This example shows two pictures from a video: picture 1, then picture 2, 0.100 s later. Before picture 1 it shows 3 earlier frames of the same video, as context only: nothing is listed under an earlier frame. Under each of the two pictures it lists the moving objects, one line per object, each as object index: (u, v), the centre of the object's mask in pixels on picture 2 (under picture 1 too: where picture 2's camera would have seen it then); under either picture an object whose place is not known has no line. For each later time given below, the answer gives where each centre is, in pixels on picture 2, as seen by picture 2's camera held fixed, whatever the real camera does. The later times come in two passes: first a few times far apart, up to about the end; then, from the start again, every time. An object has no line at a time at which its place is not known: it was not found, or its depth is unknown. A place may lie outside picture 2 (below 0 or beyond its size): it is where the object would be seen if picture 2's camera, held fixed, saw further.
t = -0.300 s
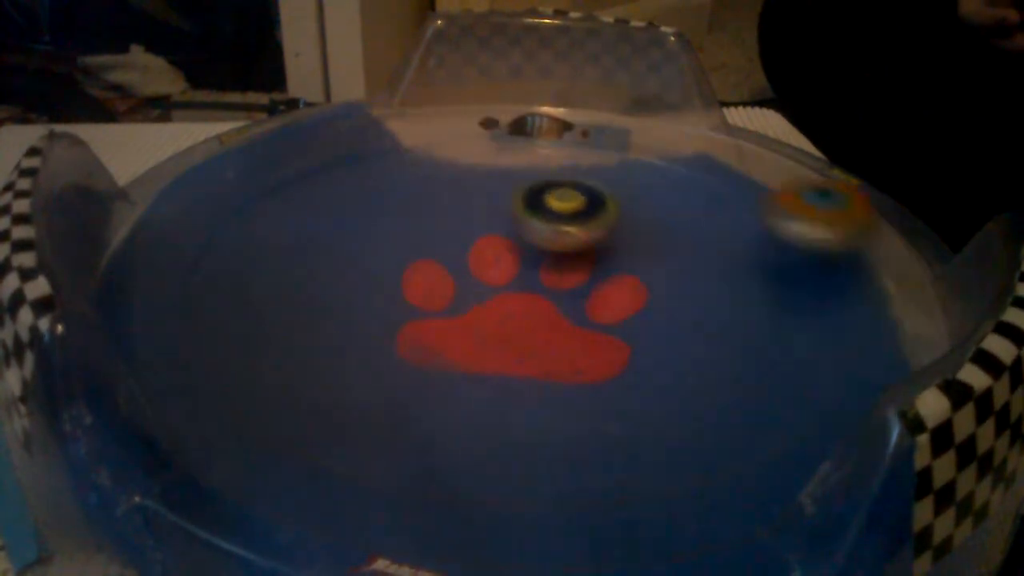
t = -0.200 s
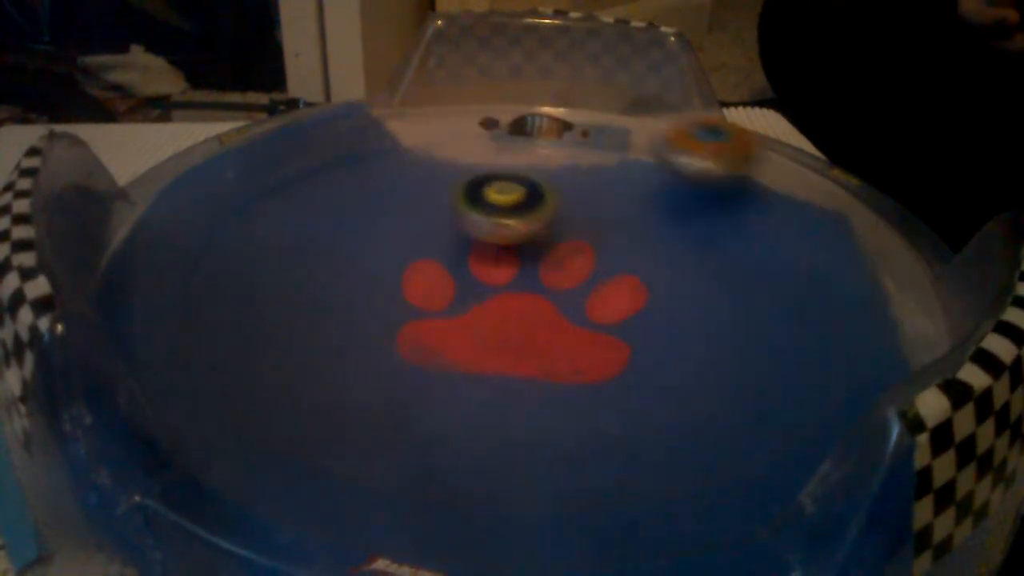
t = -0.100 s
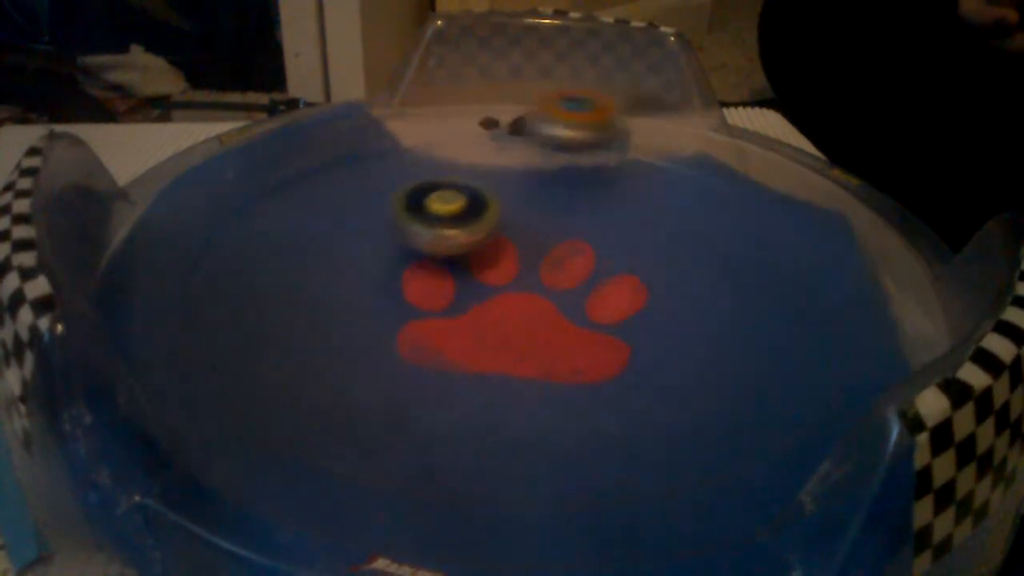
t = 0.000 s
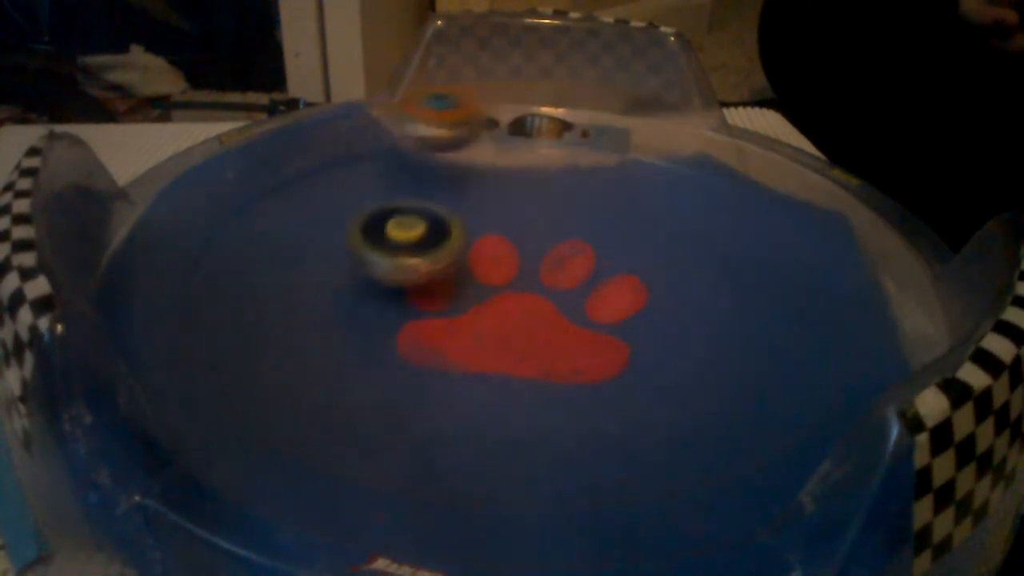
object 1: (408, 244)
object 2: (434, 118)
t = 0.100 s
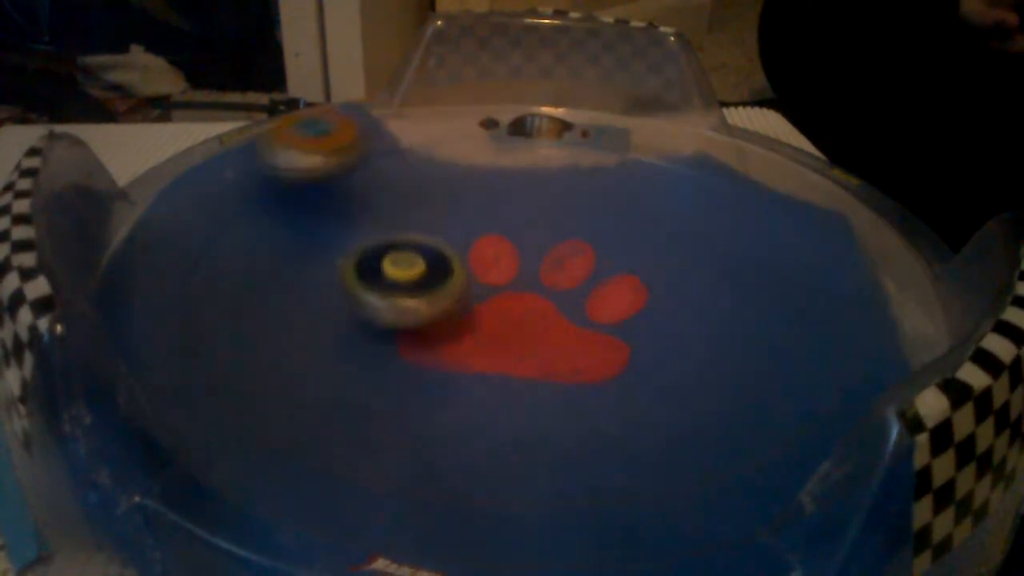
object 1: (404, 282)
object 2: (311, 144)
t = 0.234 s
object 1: (471, 327)
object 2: (202, 232)
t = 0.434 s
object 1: (620, 319)
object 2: (368, 415)
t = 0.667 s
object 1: (635, 242)
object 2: (802, 363)
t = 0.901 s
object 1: (508, 214)
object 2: (777, 184)
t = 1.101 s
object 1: (421, 261)
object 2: (540, 119)
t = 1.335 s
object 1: (502, 335)
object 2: (278, 173)
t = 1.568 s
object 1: (650, 311)
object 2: (288, 372)
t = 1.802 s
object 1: (614, 237)
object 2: (738, 415)
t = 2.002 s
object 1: (491, 227)
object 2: (837, 254)
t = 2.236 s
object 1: (416, 286)
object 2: (628, 135)
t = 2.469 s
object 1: (528, 346)
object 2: (350, 152)
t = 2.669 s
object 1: (643, 309)
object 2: (235, 291)
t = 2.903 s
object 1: (592, 237)
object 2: (574, 439)
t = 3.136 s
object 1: (455, 229)
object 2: (844, 301)
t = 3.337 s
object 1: (401, 282)
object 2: (729, 173)
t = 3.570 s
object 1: (520, 339)
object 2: (454, 134)
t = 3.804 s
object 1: (636, 291)
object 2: (240, 241)
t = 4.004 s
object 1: (589, 231)
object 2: (391, 410)
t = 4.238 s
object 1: (464, 220)
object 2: (790, 365)
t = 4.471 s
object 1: (417, 285)
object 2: (765, 200)
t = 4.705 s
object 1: (551, 332)
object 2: (510, 135)
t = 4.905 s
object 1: (643, 291)
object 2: (297, 189)
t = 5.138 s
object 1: (589, 228)
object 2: (341, 377)
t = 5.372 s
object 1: (464, 232)
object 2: (743, 383)
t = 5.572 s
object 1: (431, 291)
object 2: (800, 239)
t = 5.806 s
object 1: (546, 335)
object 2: (582, 140)
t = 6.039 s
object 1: (634, 294)
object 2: (326, 183)
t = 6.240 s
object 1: (585, 240)
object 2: (300, 336)
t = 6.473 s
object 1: (449, 243)
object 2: (677, 401)
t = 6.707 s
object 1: (436, 329)
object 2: (788, 245)
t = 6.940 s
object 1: (655, 333)
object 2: (575, 149)
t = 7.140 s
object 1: (632, 210)
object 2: (351, 180)
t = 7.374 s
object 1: (307, 228)
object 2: (321, 345)
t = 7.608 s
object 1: (579, 420)
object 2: (724, 388)
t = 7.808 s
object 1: (718, 285)
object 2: (809, 221)
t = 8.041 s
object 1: (389, 190)
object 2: (596, 131)
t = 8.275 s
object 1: (282, 371)
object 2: (376, 196)
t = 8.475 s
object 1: (699, 348)
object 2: (375, 344)
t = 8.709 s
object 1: (556, 149)
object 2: (704, 399)
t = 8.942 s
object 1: (239, 193)
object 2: (821, 265)
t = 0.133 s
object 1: (414, 295)
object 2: (273, 161)
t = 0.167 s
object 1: (429, 307)
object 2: (245, 181)
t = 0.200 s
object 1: (448, 318)
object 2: (219, 205)
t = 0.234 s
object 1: (471, 327)
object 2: (202, 232)
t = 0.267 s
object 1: (499, 332)
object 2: (193, 261)
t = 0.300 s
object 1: (525, 334)
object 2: (201, 295)
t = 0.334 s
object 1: (552, 334)
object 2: (220, 327)
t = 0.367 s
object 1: (578, 332)
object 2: (259, 363)
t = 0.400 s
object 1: (602, 326)
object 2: (310, 393)
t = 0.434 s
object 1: (620, 319)
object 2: (368, 415)
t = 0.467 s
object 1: (636, 310)
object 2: (440, 432)
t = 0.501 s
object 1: (645, 300)
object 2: (515, 441)
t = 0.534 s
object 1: (653, 287)
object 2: (590, 437)
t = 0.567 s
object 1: (654, 274)
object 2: (657, 428)
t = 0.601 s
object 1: (651, 263)
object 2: (717, 412)
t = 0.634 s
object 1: (644, 252)
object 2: (764, 390)
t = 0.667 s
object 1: (635, 242)
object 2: (802, 363)
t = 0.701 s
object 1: (620, 233)
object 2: (826, 336)
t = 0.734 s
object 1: (606, 226)
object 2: (841, 309)
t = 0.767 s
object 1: (588, 220)
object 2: (842, 281)
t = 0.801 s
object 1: (569, 215)
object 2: (837, 255)
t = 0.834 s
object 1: (549, 213)
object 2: (825, 230)
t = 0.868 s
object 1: (529, 212)
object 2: (806, 208)
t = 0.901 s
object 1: (508, 214)
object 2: (777, 184)
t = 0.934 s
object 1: (488, 216)
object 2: (744, 166)
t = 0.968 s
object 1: (469, 221)
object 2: (706, 150)
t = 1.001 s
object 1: (452, 229)
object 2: (665, 136)
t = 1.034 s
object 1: (439, 238)
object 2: (625, 130)
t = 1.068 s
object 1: (428, 248)
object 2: (585, 123)
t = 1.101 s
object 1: (421, 261)
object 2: (540, 119)
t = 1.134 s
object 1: (420, 273)
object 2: (498, 119)
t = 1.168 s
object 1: (423, 286)
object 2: (458, 117)
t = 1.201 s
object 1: (430, 298)
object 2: (418, 127)
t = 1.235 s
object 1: (442, 310)
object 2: (380, 131)
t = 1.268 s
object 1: (459, 319)
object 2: (346, 139)
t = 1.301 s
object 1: (478, 329)
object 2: (308, 156)
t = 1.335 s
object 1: (502, 335)
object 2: (278, 173)
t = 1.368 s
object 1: (527, 338)
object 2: (254, 193)
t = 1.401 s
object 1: (552, 340)
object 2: (232, 219)
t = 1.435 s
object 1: (577, 340)
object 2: (220, 245)
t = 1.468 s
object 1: (600, 335)
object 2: (219, 277)
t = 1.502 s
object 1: (620, 329)
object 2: (229, 307)
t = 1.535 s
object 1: (636, 319)
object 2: (251, 340)
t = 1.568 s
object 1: (650, 311)
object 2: (288, 372)
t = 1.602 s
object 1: (654, 301)
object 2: (339, 399)
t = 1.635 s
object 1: (659, 288)
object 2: (397, 421)
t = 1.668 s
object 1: (659, 276)
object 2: (471, 437)
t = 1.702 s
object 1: (653, 264)
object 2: (544, 443)
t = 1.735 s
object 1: (644, 255)
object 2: (616, 441)
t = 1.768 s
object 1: (630, 245)
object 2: (681, 430)
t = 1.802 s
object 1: (614, 237)
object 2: (738, 415)
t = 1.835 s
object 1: (596, 231)
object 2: (784, 393)
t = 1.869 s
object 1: (577, 225)
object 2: (817, 364)
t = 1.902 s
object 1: (556, 223)
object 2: (838, 338)
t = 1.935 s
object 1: (534, 222)
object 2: (849, 308)
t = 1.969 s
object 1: (513, 223)
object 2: (848, 280)
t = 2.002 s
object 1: (491, 227)
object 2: (837, 254)
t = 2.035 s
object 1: (473, 231)
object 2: (822, 229)
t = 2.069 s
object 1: (456, 236)
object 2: (799, 209)
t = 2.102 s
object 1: (440, 245)
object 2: (771, 189)
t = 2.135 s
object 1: (429, 254)
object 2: (740, 172)
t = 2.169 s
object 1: (420, 264)
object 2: (705, 157)
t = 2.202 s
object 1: (416, 276)
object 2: (668, 144)
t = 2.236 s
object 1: (416, 286)
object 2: (628, 135)
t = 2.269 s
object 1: (420, 299)
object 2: (586, 131)
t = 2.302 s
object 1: (428, 309)
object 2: (544, 128)
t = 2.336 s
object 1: (440, 321)
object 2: (505, 128)
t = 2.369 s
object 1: (458, 330)
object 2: (466, 129)
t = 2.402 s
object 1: (479, 338)
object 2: (423, 132)
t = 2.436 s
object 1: (504, 343)
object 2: (388, 140)
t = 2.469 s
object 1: (528, 346)
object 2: (350, 152)
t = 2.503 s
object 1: (553, 347)
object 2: (313, 167)
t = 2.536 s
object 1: (579, 344)
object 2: (286, 185)
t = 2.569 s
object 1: (600, 340)
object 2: (260, 208)
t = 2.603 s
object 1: (618, 331)
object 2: (242, 232)
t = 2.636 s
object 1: (634, 321)
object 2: (232, 259)
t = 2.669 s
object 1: (643, 309)
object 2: (235, 291)
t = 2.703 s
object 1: (647, 299)
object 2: (250, 322)
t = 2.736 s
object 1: (649, 286)
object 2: (276, 352)
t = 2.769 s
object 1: (644, 275)
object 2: (317, 381)
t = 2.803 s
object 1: (636, 263)
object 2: (370, 406)
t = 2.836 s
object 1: (624, 253)
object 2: (432, 427)
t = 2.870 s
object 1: (608, 244)
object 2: (501, 436)
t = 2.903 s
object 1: (592, 237)
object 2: (574, 439)
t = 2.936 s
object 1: (573, 231)
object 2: (638, 433)
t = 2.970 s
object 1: (553, 227)
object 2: (697, 419)
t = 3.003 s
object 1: (534, 223)
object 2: (750, 401)
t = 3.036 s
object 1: (514, 222)
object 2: (789, 379)
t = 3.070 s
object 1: (493, 223)
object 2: (818, 354)
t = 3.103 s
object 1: (473, 225)
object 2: (837, 329)
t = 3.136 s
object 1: (455, 229)
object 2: (844, 301)
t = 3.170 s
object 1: (440, 235)
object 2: (841, 275)
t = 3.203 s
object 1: (426, 242)
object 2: (829, 248)
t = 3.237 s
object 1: (414, 250)
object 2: (812, 229)
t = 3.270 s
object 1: (405, 260)
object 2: (790, 209)
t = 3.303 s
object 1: (401, 271)
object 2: (760, 188)
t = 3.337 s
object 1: (401, 282)
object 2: (729, 173)
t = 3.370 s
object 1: (405, 293)
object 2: (694, 160)
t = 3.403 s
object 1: (414, 305)
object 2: (653, 147)
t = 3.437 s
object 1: (429, 316)
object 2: (613, 137)
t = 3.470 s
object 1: (447, 325)
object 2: (576, 135)
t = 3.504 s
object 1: (469, 332)
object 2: (532, 134)
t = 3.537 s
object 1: (494, 337)
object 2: (490, 133)
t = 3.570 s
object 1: (520, 339)
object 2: (454, 134)
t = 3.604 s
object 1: (546, 338)
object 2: (410, 140)
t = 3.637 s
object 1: (570, 336)
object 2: (372, 148)
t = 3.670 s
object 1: (592, 330)
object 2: (338, 158)
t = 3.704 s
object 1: (610, 322)
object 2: (305, 174)
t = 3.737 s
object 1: (624, 312)
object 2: (278, 193)
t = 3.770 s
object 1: (631, 301)
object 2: (256, 215)
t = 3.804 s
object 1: (636, 291)
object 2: (240, 241)
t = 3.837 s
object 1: (637, 278)
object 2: (236, 269)
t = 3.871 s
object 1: (634, 267)
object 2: (242, 299)
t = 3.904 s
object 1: (626, 256)
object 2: (260, 331)
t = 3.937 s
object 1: (615, 247)
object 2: (290, 360)
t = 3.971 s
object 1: (604, 238)
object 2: (336, 387)
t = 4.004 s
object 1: (589, 231)
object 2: (391, 410)
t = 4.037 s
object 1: (574, 225)
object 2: (453, 424)
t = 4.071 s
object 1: (556, 221)
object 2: (522, 432)
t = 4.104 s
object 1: (537, 218)
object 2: (593, 432)
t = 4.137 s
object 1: (519, 216)
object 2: (655, 424)
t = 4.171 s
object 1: (500, 216)
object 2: (711, 409)
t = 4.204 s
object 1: (481, 217)
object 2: (755, 388)
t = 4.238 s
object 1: (464, 220)
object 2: (790, 365)
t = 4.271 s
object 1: (449, 226)
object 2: (815, 339)
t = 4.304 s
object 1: (436, 233)
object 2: (828, 313)
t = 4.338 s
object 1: (424, 241)
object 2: (829, 287)
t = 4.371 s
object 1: (416, 251)
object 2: (823, 262)
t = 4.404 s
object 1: (411, 261)
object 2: (808, 239)
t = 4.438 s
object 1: (413, 273)
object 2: (790, 218)
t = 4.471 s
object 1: (417, 285)
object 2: (765, 200)
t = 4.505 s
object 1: (425, 297)
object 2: (736, 182)
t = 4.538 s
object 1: (438, 308)
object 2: (702, 166)
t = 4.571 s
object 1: (457, 319)
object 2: (666, 154)
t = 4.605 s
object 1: (478, 326)
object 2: (627, 144)
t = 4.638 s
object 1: (503, 330)
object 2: (589, 137)
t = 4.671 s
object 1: (527, 333)
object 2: (547, 136)
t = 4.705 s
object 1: (551, 332)
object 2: (510, 135)
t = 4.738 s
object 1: (576, 330)
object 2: (471, 135)
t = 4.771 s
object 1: (596, 325)
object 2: (431, 139)
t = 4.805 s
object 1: (613, 318)
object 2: (394, 146)
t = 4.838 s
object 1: (627, 309)
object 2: (358, 156)
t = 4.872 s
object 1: (637, 300)
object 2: (327, 171)
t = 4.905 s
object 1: (643, 291)
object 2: (297, 189)
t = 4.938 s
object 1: (647, 279)
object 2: (275, 210)
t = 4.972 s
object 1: (645, 268)
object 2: (259, 235)
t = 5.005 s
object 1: (638, 259)
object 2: (251, 262)
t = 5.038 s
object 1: (631, 248)
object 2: (256, 290)
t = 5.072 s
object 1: (620, 241)
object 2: (269, 319)
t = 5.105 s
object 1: (606, 234)
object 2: (299, 350)
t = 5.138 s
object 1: (589, 228)
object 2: (341, 377)
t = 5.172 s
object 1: (573, 223)
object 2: (389, 399)
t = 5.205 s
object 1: (555, 220)
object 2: (450, 414)
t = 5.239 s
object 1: (536, 219)
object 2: (517, 423)
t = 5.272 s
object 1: (517, 220)
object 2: (583, 426)
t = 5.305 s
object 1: (499, 221)
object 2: (647, 417)
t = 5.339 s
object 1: (480, 226)
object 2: (699, 403)
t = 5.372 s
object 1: (464, 232)
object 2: (743, 383)
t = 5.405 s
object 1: (450, 238)
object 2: (779, 361)
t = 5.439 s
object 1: (440, 247)
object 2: (802, 336)
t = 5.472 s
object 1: (432, 259)
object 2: (815, 311)
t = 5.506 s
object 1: (428, 269)
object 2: (819, 286)
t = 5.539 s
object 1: (428, 280)
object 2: (813, 261)
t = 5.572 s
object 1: (431, 291)
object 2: (800, 239)
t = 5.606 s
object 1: (440, 302)
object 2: (780, 220)
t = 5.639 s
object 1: (452, 312)
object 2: (754, 201)
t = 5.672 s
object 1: (466, 321)
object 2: (726, 183)
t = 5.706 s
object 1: (486, 327)
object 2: (696, 170)
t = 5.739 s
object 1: (506, 332)
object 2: (658, 157)
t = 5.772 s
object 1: (526, 334)
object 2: (620, 148)
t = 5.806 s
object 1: (546, 335)
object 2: (582, 140)
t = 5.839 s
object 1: (567, 334)
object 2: (544, 138)
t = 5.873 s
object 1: (585, 330)
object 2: (510, 137)
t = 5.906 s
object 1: (600, 326)
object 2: (467, 141)
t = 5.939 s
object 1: (613, 318)
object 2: (429, 147)
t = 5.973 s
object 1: (623, 311)
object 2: (391, 156)
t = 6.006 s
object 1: (629, 303)
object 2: (358, 167)
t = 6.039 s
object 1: (634, 294)
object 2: (326, 183)
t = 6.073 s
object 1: (635, 284)
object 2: (301, 202)
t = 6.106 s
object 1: (634, 272)
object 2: (282, 227)
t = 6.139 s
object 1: (626, 262)
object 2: (270, 253)
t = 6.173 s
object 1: (614, 254)
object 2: (268, 279)
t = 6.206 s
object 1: (601, 245)
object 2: (277, 306)
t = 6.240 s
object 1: (585, 240)
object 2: (300, 336)
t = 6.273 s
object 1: (569, 235)
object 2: (335, 364)
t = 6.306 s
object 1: (549, 231)
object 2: (381, 387)
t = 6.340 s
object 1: (528, 230)
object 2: (434, 402)
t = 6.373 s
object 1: (508, 230)
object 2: (496, 414)
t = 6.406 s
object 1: (488, 232)
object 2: (561, 418)
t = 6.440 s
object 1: (467, 235)
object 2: (625, 412)
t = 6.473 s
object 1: (449, 243)
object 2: (677, 401)
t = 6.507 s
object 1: (432, 251)
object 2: (724, 383)
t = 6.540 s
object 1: (420, 262)
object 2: (759, 363)
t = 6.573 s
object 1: (413, 275)
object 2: (785, 338)
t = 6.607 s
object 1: (410, 288)
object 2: (801, 313)
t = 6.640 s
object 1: (411, 302)
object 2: (805, 290)
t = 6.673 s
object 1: (420, 316)
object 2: (801, 266)
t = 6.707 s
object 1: (436, 329)
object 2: (788, 245)
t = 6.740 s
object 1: (458, 340)
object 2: (769, 224)
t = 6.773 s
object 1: (487, 349)
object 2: (744, 204)
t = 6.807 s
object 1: (521, 355)
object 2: (717, 188)
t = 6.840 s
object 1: (557, 357)
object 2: (685, 174)
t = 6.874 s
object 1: (593, 354)
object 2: (646, 163)
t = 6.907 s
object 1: (627, 346)
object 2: (610, 155)
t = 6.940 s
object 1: (655, 333)
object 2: (575, 149)
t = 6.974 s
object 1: (676, 317)
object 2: (535, 145)
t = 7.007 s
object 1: (691, 297)
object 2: (496, 147)
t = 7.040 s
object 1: (694, 276)
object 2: (458, 152)
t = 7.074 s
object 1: (684, 254)
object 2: (418, 158)
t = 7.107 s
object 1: (664, 230)
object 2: (382, 168)
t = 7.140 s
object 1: (632, 210)
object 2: (351, 180)
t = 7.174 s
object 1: (592, 194)
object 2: (325, 197)
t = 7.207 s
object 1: (543, 183)
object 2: (302, 218)
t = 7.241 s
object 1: (493, 177)
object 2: (286, 239)
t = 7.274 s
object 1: (441, 181)
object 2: (277, 264)
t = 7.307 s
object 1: (391, 188)
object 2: (282, 292)
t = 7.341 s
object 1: (345, 205)
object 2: (296, 319)
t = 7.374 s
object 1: (307, 228)
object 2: (321, 345)
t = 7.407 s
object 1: (285, 263)
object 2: (359, 369)
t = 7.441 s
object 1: (285, 300)
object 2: (404, 388)
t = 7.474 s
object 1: (309, 339)
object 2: (464, 404)
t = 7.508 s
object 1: (364, 376)
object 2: (526, 412)
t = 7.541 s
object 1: (428, 401)
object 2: (599, 412)
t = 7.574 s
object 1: (504, 417)
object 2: (668, 402)
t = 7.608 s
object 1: (579, 420)
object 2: (724, 388)
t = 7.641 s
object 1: (633, 411)
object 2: (786, 361)
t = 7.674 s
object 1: (672, 399)
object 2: (843, 332)
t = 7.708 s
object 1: (705, 376)
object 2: (863, 294)
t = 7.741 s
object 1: (726, 349)
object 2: (857, 266)
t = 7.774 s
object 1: (734, 315)
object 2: (835, 245)
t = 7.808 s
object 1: (718, 285)
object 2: (809, 221)
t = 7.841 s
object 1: (691, 256)
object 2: (787, 200)
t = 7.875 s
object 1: (652, 232)
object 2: (763, 179)
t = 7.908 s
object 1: (603, 215)
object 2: (737, 162)
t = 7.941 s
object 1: (554, 201)
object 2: (703, 152)
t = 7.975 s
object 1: (499, 191)
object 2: (668, 143)
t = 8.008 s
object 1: (444, 188)
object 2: (632, 136)
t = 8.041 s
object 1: (389, 190)
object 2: (596, 131)
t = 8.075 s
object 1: (333, 197)
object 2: (563, 132)
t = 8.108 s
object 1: (287, 211)
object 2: (527, 136)
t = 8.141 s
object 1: (244, 232)
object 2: (494, 138)
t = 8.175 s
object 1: (219, 260)
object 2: (460, 145)
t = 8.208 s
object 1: (211, 293)
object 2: (433, 162)
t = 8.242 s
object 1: (230, 335)
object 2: (402, 177)
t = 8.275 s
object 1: (282, 371)
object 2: (376, 196)
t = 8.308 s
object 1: (355, 400)
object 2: (356, 218)
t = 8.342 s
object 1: (440, 417)
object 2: (342, 241)
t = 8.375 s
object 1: (524, 416)
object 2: (335, 266)
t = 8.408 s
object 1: (604, 402)
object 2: (341, 294)
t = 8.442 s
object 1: (662, 379)
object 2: (352, 318)
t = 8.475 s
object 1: (699, 348)
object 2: (375, 344)
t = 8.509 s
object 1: (715, 316)
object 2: (405, 366)
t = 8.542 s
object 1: (716, 282)
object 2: (444, 384)
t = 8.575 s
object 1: (702, 250)
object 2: (490, 400)
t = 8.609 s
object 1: (676, 221)
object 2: (546, 409)
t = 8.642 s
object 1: (643, 193)
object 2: (601, 410)
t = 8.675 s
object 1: (607, 172)
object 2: (654, 407)
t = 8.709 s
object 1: (556, 149)
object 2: (704, 399)
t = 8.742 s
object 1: (515, 137)
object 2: (748, 387)
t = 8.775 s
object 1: (464, 130)
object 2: (784, 370)
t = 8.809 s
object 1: (413, 125)
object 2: (811, 351)
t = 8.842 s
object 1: (362, 127)
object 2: (830, 329)
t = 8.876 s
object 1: (314, 142)
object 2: (838, 306)
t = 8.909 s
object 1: (268, 166)
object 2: (834, 285)
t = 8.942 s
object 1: (239, 193)
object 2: (821, 265)
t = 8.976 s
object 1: (226, 224)
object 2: (803, 248)
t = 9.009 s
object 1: (232, 260)
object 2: (776, 231)
